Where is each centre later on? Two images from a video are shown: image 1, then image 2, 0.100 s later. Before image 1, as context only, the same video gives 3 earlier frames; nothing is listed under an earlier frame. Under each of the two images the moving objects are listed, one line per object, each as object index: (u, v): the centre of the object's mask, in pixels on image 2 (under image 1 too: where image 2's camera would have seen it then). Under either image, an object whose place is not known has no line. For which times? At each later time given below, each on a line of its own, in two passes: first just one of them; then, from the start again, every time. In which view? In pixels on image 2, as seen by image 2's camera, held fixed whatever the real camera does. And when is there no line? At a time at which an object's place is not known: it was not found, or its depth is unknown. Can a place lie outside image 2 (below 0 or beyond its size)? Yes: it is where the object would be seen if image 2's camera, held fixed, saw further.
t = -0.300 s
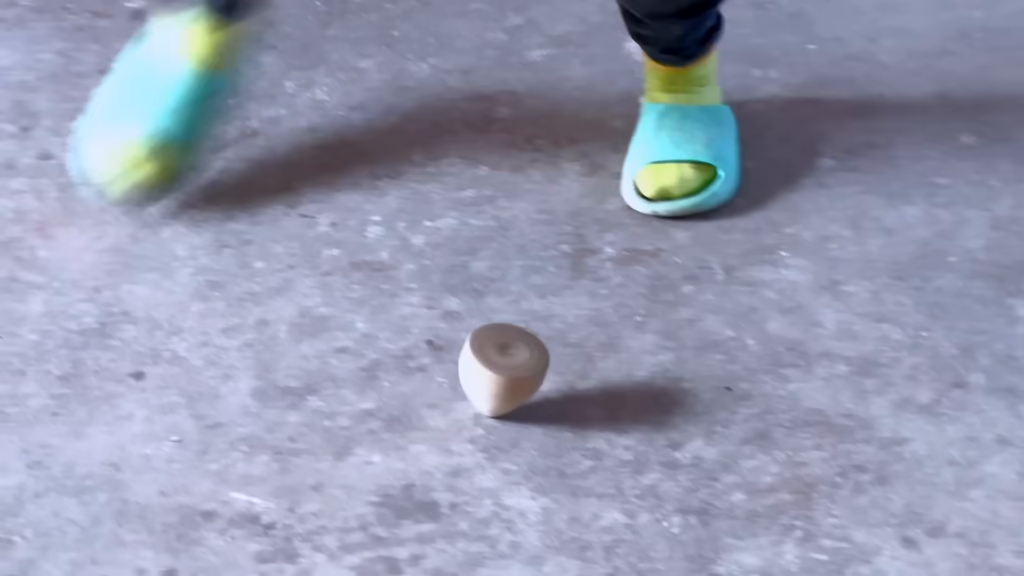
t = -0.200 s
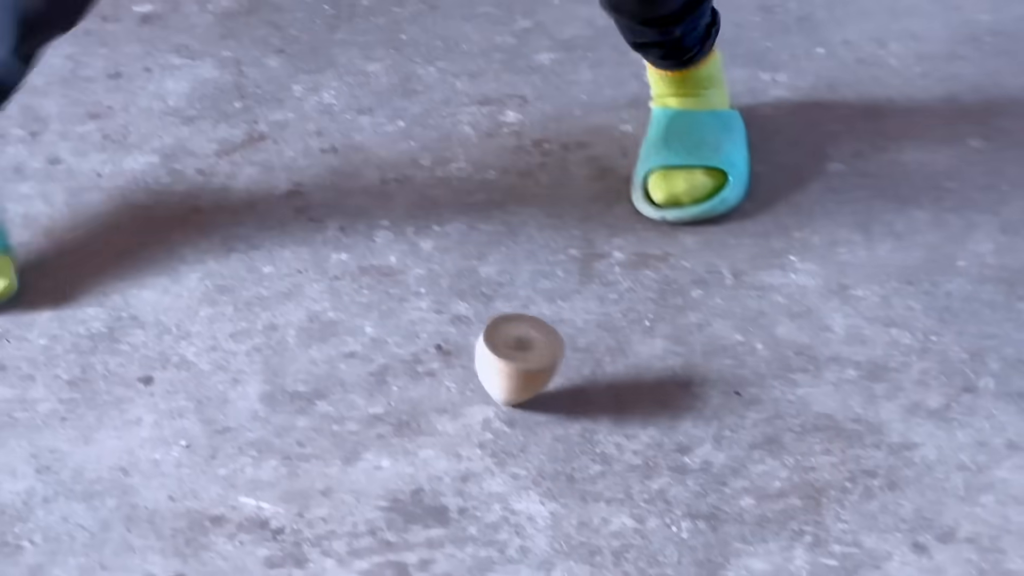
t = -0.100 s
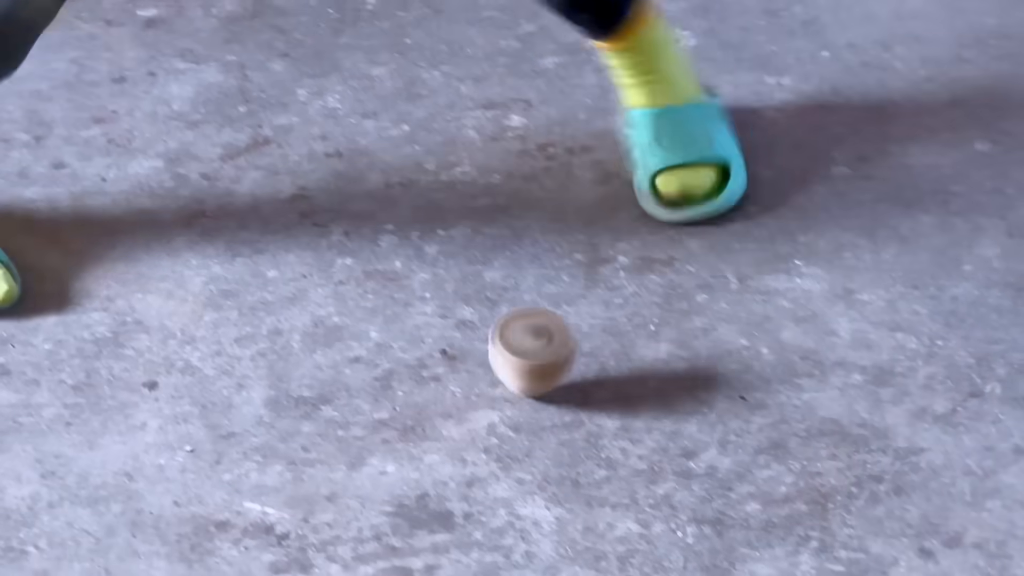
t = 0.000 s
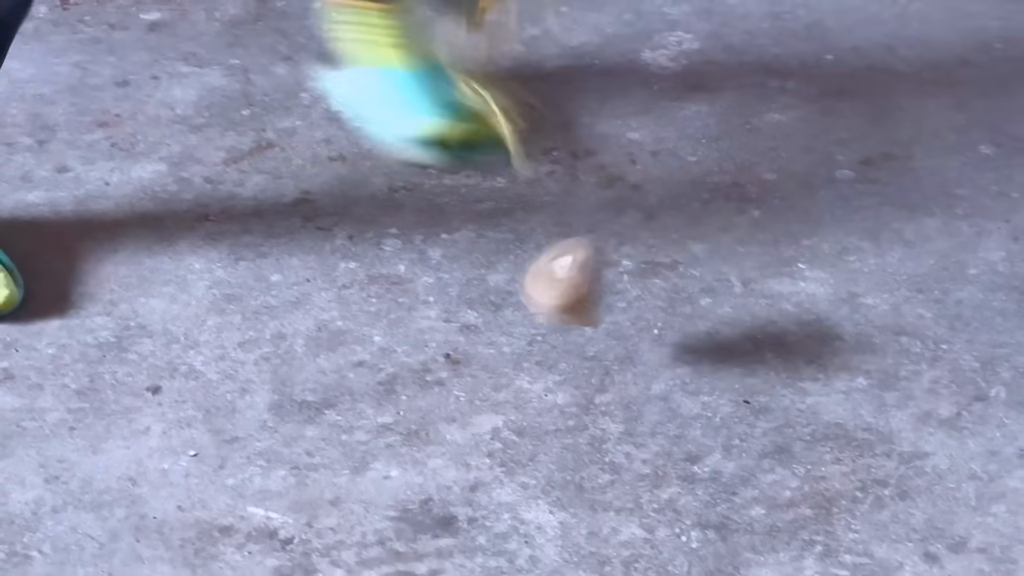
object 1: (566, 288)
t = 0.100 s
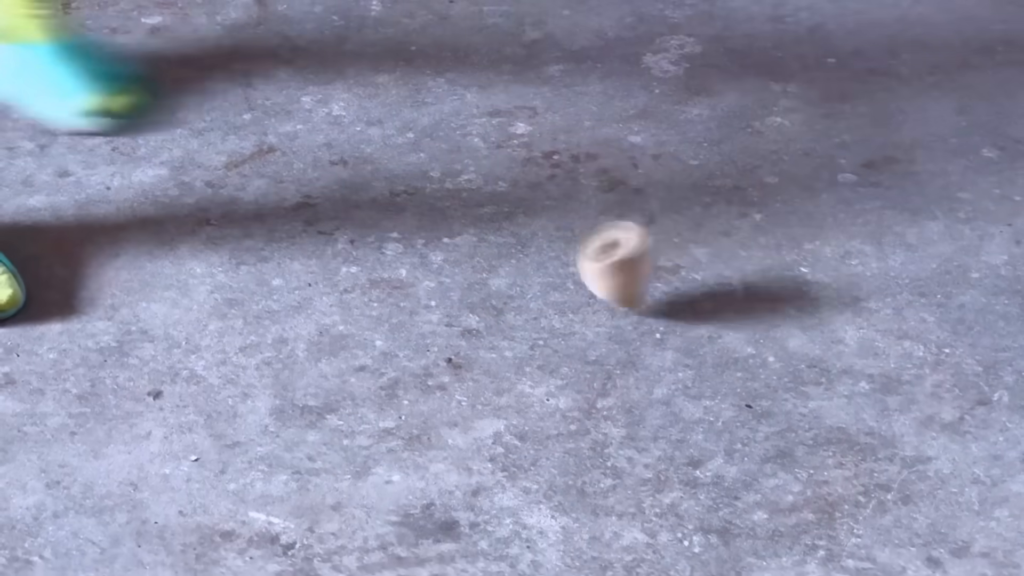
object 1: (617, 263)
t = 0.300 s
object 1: (656, 208)
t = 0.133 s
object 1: (631, 247)
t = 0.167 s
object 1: (643, 241)
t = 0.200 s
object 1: (652, 233)
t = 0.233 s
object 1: (655, 222)
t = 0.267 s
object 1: (656, 212)
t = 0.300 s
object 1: (656, 208)
